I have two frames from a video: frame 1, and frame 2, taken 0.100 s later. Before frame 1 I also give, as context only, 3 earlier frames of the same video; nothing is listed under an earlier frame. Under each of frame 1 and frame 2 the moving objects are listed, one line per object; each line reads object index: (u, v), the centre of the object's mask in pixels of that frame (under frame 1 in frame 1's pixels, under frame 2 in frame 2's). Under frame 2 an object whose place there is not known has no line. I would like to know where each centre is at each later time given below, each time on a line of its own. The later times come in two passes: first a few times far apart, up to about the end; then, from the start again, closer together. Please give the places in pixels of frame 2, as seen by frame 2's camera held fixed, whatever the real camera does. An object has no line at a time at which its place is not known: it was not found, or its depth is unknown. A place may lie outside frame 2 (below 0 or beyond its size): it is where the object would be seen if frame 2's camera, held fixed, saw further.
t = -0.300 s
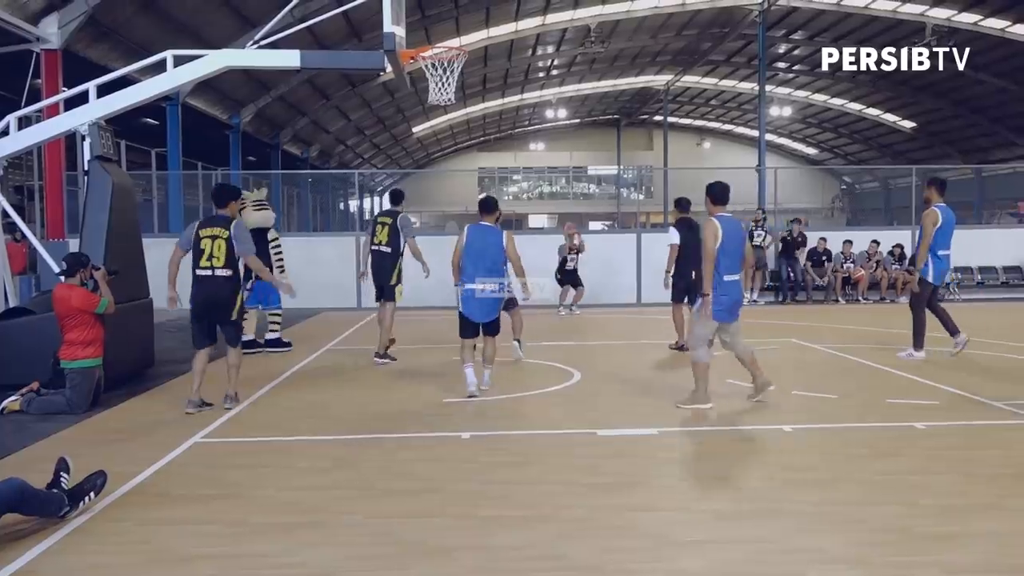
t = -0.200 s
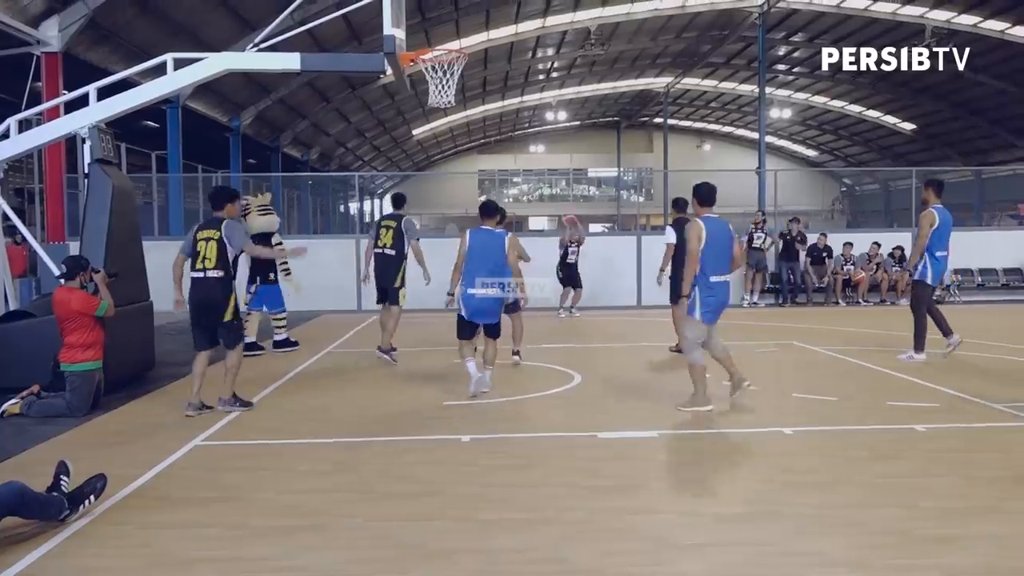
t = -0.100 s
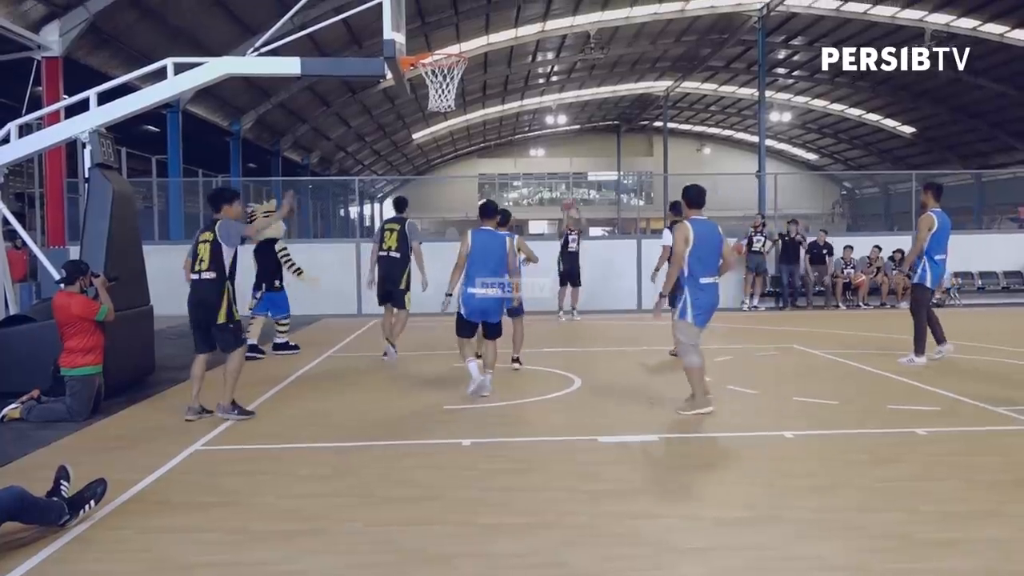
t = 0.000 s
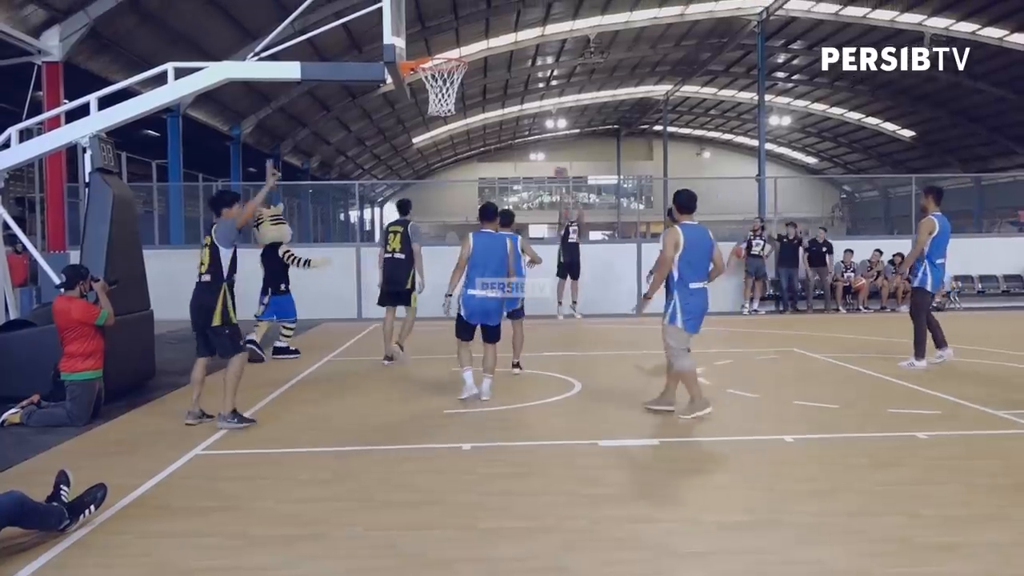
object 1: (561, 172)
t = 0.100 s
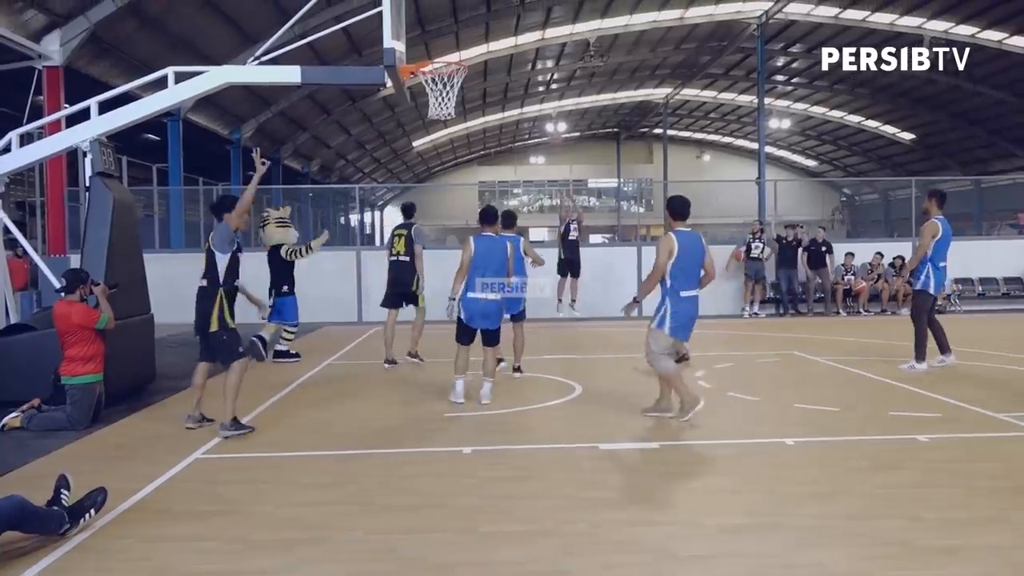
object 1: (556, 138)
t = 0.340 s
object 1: (536, 60)
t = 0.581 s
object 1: (513, 7)
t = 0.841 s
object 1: (482, -7)
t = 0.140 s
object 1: (549, 126)
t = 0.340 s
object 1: (536, 60)
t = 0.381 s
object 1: (532, 48)
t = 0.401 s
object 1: (531, 45)
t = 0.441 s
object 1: (527, 35)
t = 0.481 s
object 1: (522, 25)
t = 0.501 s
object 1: (520, 21)
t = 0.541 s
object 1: (517, 15)
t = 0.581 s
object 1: (513, 7)
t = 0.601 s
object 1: (511, 4)
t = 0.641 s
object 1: (506, 0)
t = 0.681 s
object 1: (502, -4)
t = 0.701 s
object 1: (499, -7)
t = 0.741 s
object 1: (495, -6)
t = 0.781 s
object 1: (490, -7)
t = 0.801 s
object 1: (487, -8)
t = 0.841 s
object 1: (482, -7)
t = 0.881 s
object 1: (477, -4)
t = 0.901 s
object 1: (474, -1)
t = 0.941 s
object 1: (468, 3)
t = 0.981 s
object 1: (462, 10)
